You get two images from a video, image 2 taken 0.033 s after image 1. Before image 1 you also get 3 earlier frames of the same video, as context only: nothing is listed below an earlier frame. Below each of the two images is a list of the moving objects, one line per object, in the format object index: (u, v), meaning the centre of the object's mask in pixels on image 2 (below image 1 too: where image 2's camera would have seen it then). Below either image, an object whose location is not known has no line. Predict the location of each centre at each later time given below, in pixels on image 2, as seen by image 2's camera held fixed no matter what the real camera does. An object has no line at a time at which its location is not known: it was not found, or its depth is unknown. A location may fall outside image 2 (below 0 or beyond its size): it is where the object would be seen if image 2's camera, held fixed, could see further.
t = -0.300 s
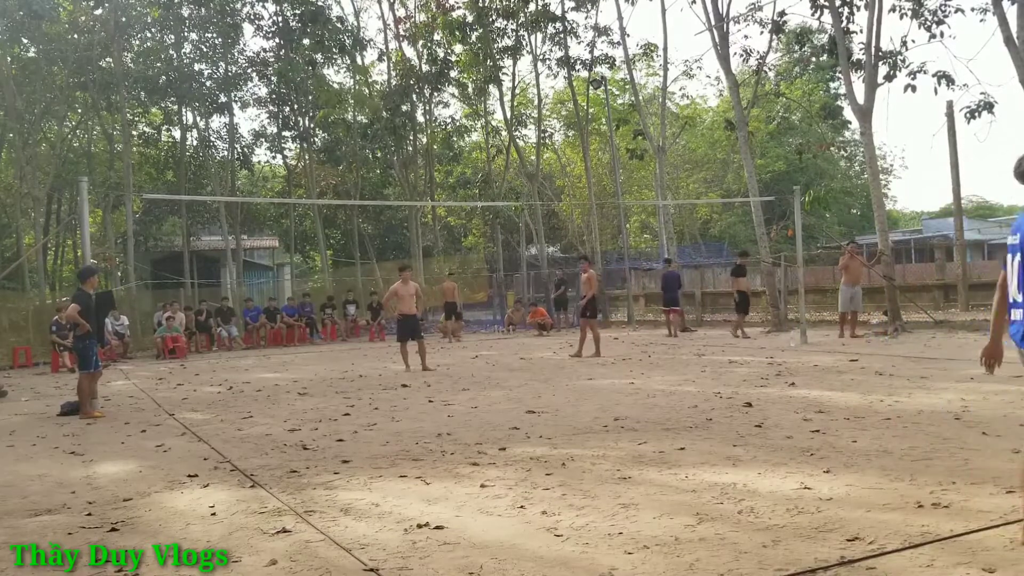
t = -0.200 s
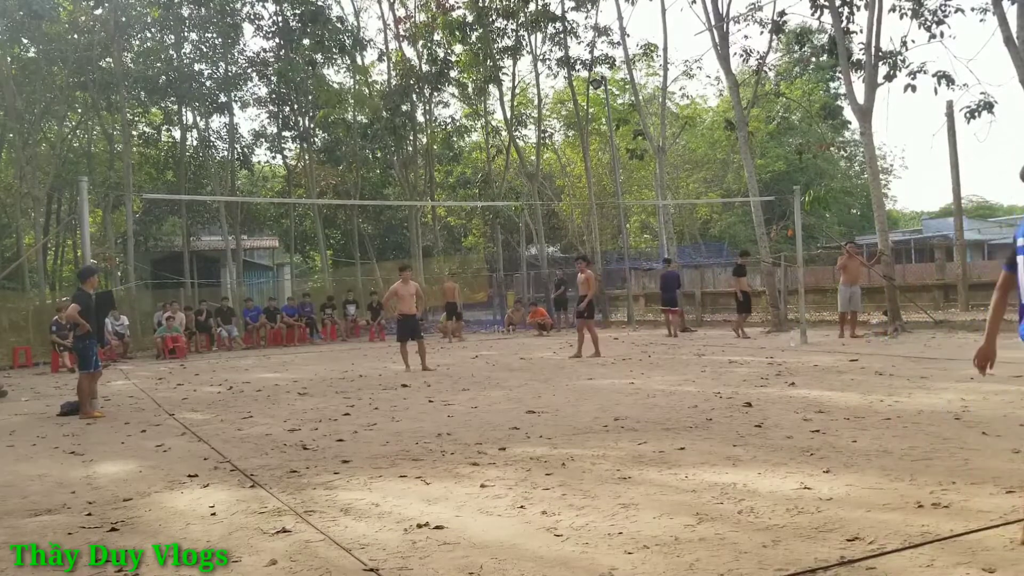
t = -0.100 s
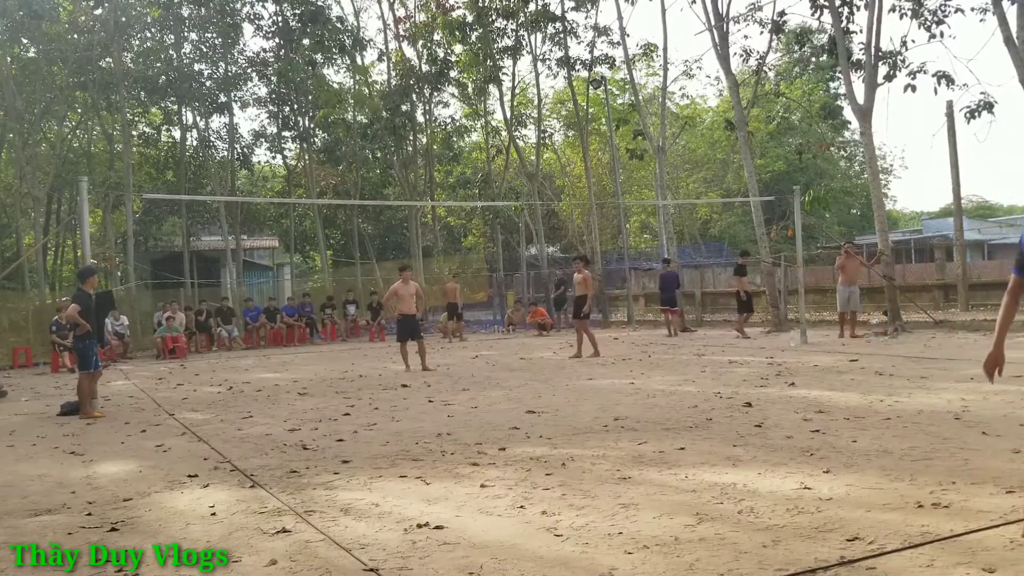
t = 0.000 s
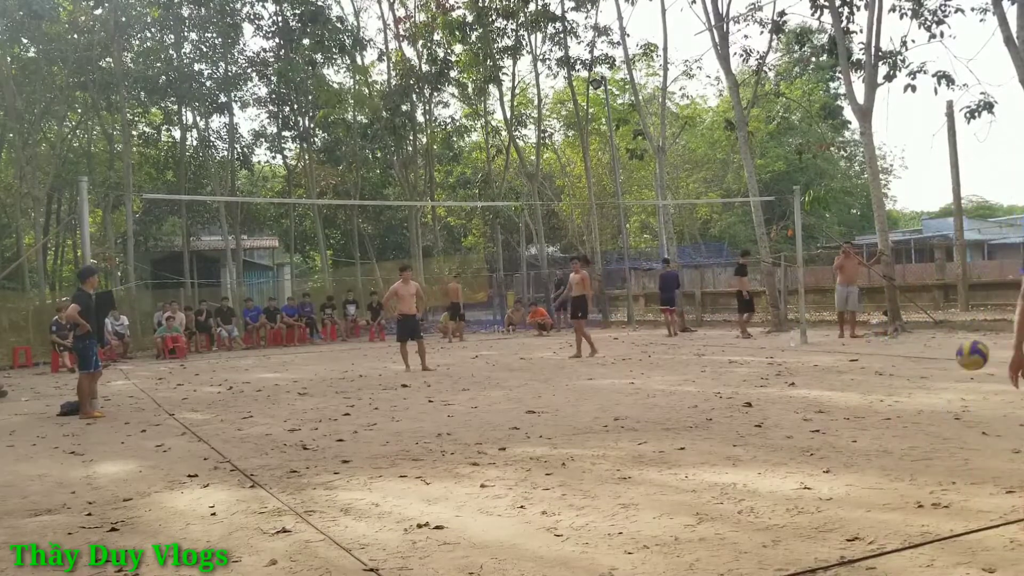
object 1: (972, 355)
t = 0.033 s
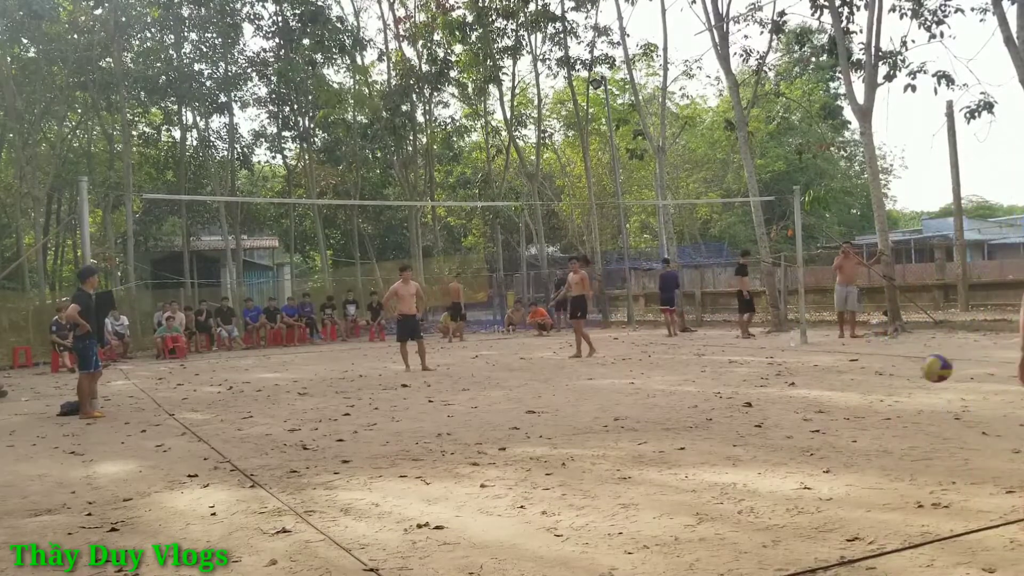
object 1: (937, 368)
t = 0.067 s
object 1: (904, 381)
